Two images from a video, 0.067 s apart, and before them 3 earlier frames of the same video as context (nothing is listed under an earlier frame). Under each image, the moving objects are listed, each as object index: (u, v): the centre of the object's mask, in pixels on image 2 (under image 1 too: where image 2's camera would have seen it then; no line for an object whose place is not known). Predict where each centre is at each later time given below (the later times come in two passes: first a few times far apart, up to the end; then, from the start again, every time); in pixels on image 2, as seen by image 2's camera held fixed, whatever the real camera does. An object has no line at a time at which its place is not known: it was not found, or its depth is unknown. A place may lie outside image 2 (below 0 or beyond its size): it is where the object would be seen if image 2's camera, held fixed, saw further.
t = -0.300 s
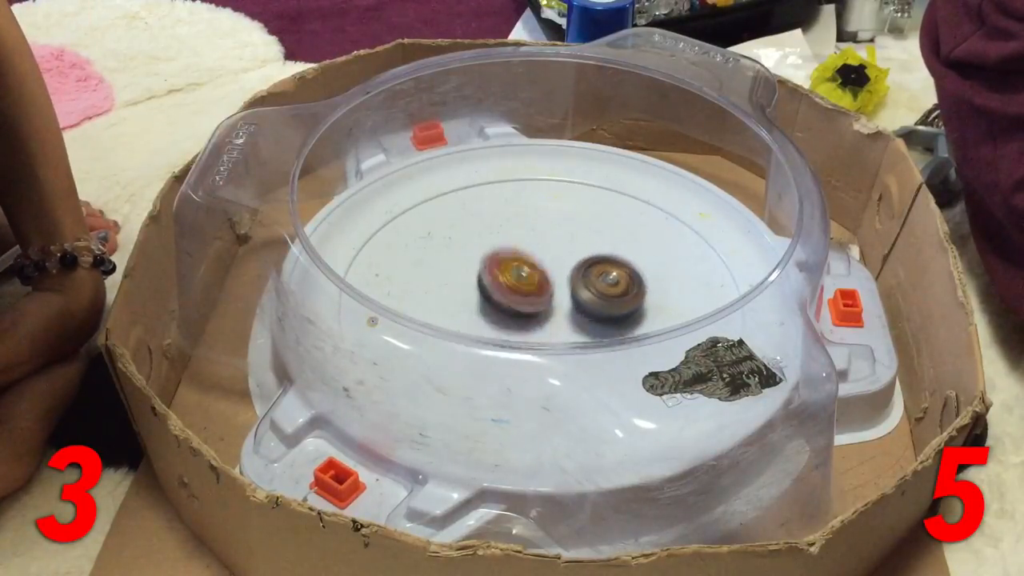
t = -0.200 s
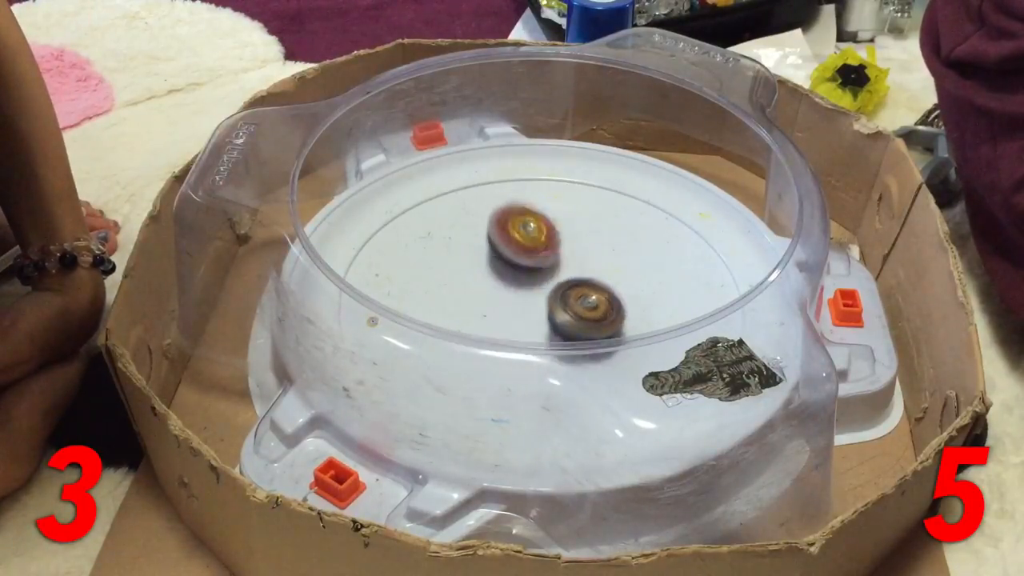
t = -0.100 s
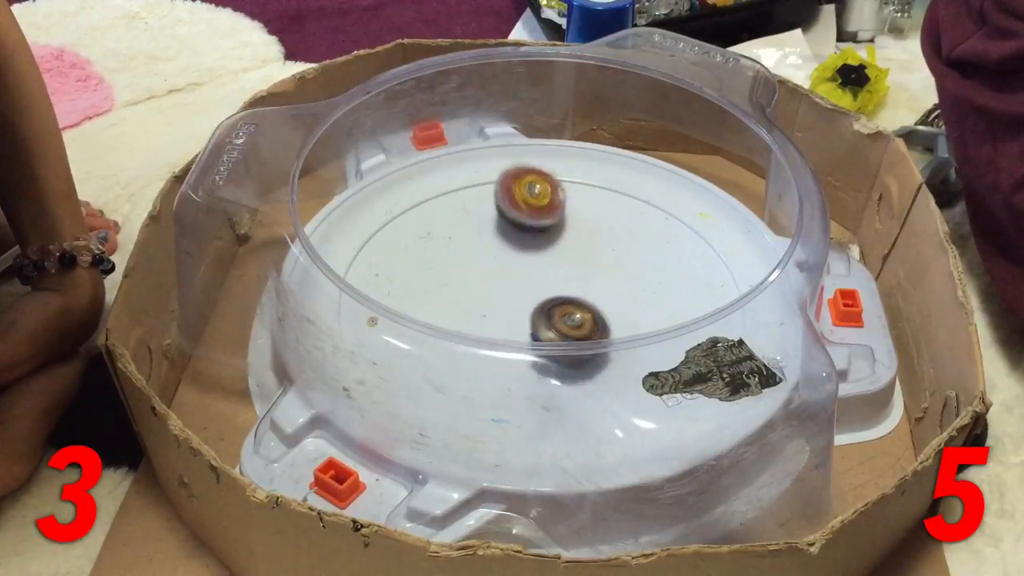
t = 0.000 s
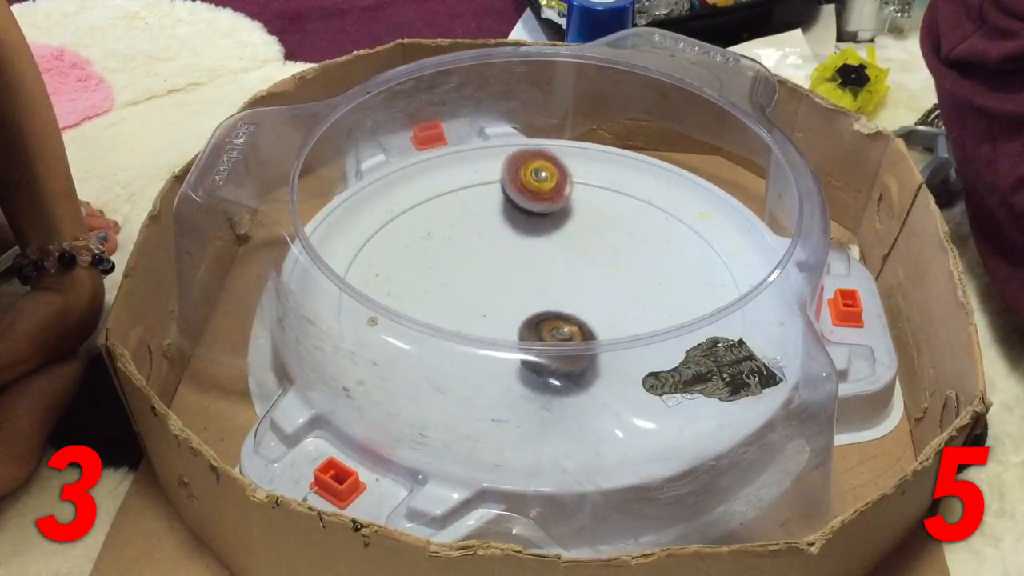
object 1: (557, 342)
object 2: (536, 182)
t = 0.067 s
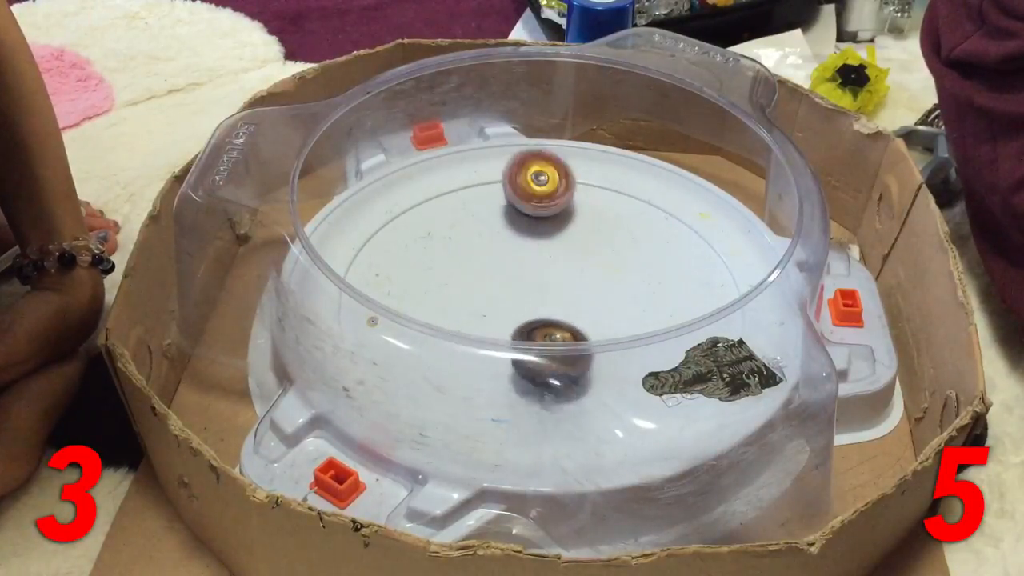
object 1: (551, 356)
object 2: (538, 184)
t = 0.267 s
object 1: (543, 375)
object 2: (545, 228)
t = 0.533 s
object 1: (534, 355)
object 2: (616, 325)
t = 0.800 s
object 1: (513, 316)
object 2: (610, 348)
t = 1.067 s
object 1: (486, 259)
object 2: (534, 360)
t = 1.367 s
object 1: (470, 224)
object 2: (466, 308)
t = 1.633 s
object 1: (488, 190)
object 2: (470, 329)
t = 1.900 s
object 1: (530, 233)
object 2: (497, 330)
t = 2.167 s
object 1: (585, 274)
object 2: (510, 321)
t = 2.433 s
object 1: (630, 288)
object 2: (519, 320)
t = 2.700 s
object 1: (621, 289)
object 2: (525, 320)
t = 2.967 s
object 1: (587, 292)
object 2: (514, 319)
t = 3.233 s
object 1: (573, 294)
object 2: (493, 310)
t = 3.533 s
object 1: (594, 295)
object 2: (501, 290)
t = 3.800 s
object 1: (658, 288)
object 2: (465, 278)
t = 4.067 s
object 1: (623, 301)
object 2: (481, 293)
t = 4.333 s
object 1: (587, 322)
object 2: (494, 310)
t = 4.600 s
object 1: (584, 339)
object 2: (502, 309)
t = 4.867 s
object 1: (584, 332)
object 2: (515, 297)
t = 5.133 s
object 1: (594, 337)
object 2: (493, 274)
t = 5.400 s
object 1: (563, 321)
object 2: (514, 280)
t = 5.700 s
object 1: (556, 356)
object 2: (530, 281)
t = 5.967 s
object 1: (548, 340)
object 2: (522, 287)
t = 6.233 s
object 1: (538, 340)
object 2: (528, 267)
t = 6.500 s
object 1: (521, 336)
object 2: (551, 282)
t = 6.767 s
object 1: (500, 335)
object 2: (541, 287)
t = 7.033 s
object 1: (488, 333)
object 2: (556, 288)
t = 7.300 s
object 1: (482, 315)
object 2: (556, 301)
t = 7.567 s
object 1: (476, 310)
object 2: (548, 300)
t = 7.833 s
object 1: (469, 300)
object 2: (556, 295)
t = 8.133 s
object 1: (471, 291)
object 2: (552, 292)
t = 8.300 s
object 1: (478, 298)
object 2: (559, 285)
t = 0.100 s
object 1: (549, 359)
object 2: (539, 188)
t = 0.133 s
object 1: (548, 364)
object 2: (540, 194)
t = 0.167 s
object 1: (546, 365)
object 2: (541, 200)
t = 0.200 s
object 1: (544, 367)
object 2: (541, 208)
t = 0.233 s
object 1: (543, 368)
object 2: (542, 217)
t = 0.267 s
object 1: (543, 375)
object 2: (545, 228)
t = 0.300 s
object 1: (542, 375)
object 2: (550, 239)
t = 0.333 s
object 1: (542, 374)
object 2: (556, 253)
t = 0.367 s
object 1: (541, 368)
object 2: (563, 265)
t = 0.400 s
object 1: (541, 367)
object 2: (572, 280)
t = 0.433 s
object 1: (539, 366)
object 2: (583, 293)
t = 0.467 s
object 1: (540, 358)
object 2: (593, 305)
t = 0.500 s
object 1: (540, 356)
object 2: (604, 311)
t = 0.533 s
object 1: (534, 355)
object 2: (616, 325)
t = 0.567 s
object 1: (532, 342)
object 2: (624, 329)
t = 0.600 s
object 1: (527, 342)
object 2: (629, 334)
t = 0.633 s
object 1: (524, 342)
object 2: (631, 338)
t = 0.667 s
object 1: (522, 337)
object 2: (630, 341)
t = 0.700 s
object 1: (519, 332)
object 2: (627, 345)
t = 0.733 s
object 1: (517, 321)
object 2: (623, 346)
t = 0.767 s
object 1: (515, 318)
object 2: (618, 347)
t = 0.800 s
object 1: (513, 316)
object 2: (610, 348)
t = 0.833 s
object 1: (511, 313)
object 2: (602, 348)
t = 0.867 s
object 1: (509, 311)
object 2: (592, 348)
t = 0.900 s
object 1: (508, 308)
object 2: (582, 346)
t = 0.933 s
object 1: (506, 305)
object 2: (569, 342)
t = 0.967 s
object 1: (505, 301)
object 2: (558, 342)
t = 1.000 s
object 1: (499, 289)
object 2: (549, 357)
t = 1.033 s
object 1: (491, 272)
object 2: (543, 354)
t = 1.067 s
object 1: (486, 259)
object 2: (534, 360)
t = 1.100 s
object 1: (483, 249)
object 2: (524, 358)
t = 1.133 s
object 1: (481, 242)
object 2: (514, 357)
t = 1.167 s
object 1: (479, 237)
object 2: (506, 357)
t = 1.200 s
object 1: (478, 232)
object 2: (497, 347)
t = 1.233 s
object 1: (476, 229)
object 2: (492, 326)
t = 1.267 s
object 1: (474, 226)
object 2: (485, 322)
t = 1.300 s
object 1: (473, 225)
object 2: (478, 318)
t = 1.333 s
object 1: (471, 224)
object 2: (471, 313)
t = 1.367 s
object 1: (470, 224)
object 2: (466, 308)
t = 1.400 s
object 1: (469, 225)
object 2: (462, 302)
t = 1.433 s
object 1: (469, 226)
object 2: (459, 291)
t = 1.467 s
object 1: (469, 226)
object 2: (458, 286)
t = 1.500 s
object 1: (471, 211)
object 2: (456, 299)
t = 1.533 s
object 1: (475, 198)
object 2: (459, 306)
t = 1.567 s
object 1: (479, 190)
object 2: (463, 311)
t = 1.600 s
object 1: (484, 188)
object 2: (463, 326)
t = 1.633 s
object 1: (488, 190)
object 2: (470, 329)
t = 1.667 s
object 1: (493, 193)
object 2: (474, 331)
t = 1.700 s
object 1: (498, 197)
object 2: (479, 332)
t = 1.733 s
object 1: (503, 202)
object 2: (483, 333)
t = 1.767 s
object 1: (508, 208)
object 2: (487, 333)
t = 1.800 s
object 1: (513, 214)
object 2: (491, 331)
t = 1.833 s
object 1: (518, 220)
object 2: (494, 332)
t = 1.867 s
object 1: (523, 226)
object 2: (495, 330)
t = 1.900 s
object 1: (530, 233)
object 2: (497, 330)
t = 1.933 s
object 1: (535, 239)
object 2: (499, 328)
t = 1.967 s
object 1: (542, 246)
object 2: (501, 329)
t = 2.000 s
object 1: (548, 251)
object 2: (503, 322)
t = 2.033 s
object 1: (555, 256)
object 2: (504, 322)
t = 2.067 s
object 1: (563, 261)
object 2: (505, 321)
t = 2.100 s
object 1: (571, 266)
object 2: (507, 321)
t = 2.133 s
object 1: (578, 270)
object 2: (509, 321)
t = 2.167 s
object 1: (585, 274)
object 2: (510, 321)
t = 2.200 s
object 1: (593, 277)
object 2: (511, 321)
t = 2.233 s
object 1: (600, 280)
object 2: (513, 320)
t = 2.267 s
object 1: (607, 283)
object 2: (515, 321)
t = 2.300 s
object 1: (613, 284)
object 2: (515, 321)
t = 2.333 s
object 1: (618, 286)
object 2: (516, 320)
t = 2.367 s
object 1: (623, 287)
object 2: (516, 320)
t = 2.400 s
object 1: (627, 288)
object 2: (518, 320)
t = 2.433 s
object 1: (630, 288)
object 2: (519, 320)
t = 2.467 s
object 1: (633, 288)
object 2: (519, 321)
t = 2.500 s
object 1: (634, 288)
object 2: (520, 320)
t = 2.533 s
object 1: (635, 288)
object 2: (520, 320)
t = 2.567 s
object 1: (634, 289)
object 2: (522, 320)
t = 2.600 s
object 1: (632, 289)
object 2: (523, 320)
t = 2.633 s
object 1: (630, 289)
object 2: (523, 320)
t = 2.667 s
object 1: (626, 289)
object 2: (524, 320)
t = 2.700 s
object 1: (621, 289)
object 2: (525, 320)
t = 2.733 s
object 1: (616, 290)
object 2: (526, 320)
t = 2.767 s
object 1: (610, 290)
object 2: (527, 319)
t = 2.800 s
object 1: (603, 291)
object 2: (527, 319)
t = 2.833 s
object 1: (598, 292)
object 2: (528, 319)
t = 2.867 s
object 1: (597, 291)
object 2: (522, 320)
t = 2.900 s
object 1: (595, 290)
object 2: (517, 319)
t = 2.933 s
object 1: (591, 291)
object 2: (515, 319)
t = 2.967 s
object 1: (587, 292)
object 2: (514, 319)
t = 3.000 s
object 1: (588, 290)
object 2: (510, 320)
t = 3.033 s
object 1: (587, 288)
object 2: (506, 321)
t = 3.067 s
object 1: (584, 288)
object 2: (504, 320)
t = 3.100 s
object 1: (580, 290)
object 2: (502, 318)
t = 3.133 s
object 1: (577, 291)
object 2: (500, 316)
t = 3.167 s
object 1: (574, 292)
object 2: (498, 314)
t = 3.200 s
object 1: (574, 292)
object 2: (495, 312)
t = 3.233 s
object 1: (573, 294)
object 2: (493, 310)
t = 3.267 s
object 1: (573, 295)
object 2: (490, 308)
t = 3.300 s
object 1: (573, 295)
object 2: (490, 305)
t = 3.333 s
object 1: (575, 296)
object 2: (489, 304)
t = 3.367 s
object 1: (578, 296)
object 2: (489, 300)
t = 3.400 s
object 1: (579, 297)
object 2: (491, 298)
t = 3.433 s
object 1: (584, 297)
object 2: (492, 295)
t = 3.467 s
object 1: (589, 296)
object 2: (494, 292)
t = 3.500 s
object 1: (591, 296)
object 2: (497, 291)
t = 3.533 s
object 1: (594, 295)
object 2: (501, 290)
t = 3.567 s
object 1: (596, 295)
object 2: (507, 289)
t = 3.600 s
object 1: (597, 294)
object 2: (513, 288)
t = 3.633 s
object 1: (616, 291)
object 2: (502, 286)
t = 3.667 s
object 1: (636, 290)
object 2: (484, 286)
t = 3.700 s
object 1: (649, 288)
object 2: (474, 281)
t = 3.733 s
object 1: (657, 288)
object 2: (466, 280)
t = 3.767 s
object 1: (658, 288)
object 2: (464, 278)
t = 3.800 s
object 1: (658, 288)
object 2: (465, 278)
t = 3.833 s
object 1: (657, 288)
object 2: (468, 280)
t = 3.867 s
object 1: (654, 289)
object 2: (471, 281)
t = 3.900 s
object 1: (651, 290)
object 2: (473, 284)
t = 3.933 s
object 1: (647, 291)
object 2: (473, 287)
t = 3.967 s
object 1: (642, 293)
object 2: (474, 289)
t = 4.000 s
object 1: (637, 295)
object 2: (475, 290)
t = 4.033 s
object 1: (631, 297)
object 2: (477, 291)
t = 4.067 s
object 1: (623, 301)
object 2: (481, 293)
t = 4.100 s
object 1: (617, 303)
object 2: (485, 295)
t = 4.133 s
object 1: (609, 306)
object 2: (490, 297)
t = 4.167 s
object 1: (601, 309)
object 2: (496, 300)
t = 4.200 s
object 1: (594, 312)
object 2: (500, 304)
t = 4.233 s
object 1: (586, 315)
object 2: (504, 306)
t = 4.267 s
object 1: (588, 317)
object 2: (500, 308)
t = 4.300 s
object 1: (589, 320)
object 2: (496, 308)
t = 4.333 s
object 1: (587, 322)
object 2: (494, 310)
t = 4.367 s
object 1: (585, 324)
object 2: (493, 311)
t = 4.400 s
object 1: (584, 325)
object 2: (492, 310)
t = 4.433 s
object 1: (583, 326)
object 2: (493, 310)
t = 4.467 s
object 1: (585, 336)
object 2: (495, 309)
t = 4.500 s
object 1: (585, 338)
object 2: (497, 310)
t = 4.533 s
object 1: (585, 338)
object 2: (499, 310)
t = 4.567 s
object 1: (585, 339)
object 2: (501, 309)
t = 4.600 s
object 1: (584, 339)
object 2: (502, 309)
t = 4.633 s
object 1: (583, 339)
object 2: (504, 308)
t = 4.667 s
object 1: (582, 338)
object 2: (506, 308)
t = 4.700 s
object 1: (583, 338)
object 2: (508, 307)
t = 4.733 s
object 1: (588, 338)
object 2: (508, 304)
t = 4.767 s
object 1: (588, 337)
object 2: (509, 302)
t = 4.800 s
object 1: (588, 336)
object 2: (511, 299)
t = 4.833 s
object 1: (585, 334)
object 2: (512, 300)
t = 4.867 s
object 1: (584, 332)
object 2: (515, 297)
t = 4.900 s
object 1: (585, 331)
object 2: (516, 296)
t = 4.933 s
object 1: (581, 328)
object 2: (516, 294)
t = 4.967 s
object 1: (584, 330)
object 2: (511, 292)
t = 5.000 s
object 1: (592, 335)
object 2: (503, 284)
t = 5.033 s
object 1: (597, 337)
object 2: (498, 278)
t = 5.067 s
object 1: (597, 337)
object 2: (495, 276)
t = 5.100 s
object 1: (596, 337)
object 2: (493, 274)
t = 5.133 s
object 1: (594, 337)
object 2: (493, 274)
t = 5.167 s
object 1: (592, 336)
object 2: (495, 274)
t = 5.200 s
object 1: (589, 336)
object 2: (497, 274)
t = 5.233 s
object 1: (586, 333)
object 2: (499, 275)
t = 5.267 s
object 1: (582, 331)
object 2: (502, 276)
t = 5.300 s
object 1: (578, 330)
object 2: (503, 276)
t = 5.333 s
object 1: (574, 328)
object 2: (508, 277)
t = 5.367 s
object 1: (569, 328)
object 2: (512, 279)
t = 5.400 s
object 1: (563, 321)
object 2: (514, 280)
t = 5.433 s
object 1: (563, 333)
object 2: (517, 282)
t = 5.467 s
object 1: (563, 335)
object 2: (520, 278)
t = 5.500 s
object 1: (564, 342)
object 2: (521, 277)
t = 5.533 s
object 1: (564, 343)
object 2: (526, 277)
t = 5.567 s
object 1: (562, 342)
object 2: (530, 278)
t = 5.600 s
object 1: (560, 355)
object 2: (530, 279)
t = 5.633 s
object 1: (555, 342)
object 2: (530, 280)
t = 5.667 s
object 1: (558, 355)
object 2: (529, 280)
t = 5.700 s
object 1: (556, 356)
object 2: (530, 281)
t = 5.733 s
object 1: (559, 357)
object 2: (528, 283)
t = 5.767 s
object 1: (557, 344)
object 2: (527, 285)
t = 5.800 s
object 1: (556, 342)
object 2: (530, 286)
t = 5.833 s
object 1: (555, 342)
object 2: (530, 287)
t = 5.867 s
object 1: (553, 342)
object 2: (527, 288)
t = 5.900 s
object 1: (550, 342)
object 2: (526, 289)
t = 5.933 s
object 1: (548, 341)
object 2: (523, 288)
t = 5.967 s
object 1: (548, 340)
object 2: (522, 287)
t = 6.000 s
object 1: (546, 336)
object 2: (518, 284)
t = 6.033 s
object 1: (543, 341)
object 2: (517, 284)
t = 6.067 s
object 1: (543, 342)
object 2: (517, 280)
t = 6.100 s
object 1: (543, 343)
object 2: (518, 276)
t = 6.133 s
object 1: (543, 342)
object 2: (520, 274)
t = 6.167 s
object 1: (541, 341)
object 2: (523, 271)
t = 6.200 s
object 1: (539, 341)
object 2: (524, 267)
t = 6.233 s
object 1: (538, 340)
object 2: (528, 267)
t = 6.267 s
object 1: (538, 340)
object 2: (530, 266)
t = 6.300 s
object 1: (537, 341)
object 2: (536, 266)
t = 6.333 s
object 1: (536, 335)
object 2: (540, 268)
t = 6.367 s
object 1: (534, 338)
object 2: (543, 272)
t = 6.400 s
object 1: (531, 337)
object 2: (548, 274)
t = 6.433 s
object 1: (529, 335)
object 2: (550, 277)
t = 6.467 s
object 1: (526, 334)
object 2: (552, 280)
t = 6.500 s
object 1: (521, 336)
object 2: (551, 282)
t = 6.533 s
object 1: (514, 335)
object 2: (552, 284)
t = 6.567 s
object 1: (509, 338)
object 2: (550, 286)
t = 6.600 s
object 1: (506, 340)
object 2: (549, 288)
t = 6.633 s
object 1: (505, 340)
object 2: (547, 289)
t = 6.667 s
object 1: (502, 339)
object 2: (545, 289)
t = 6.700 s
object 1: (499, 337)
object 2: (542, 288)
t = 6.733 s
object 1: (499, 336)
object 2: (541, 289)
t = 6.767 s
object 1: (500, 335)
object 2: (541, 287)
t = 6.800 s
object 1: (501, 334)
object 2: (540, 286)
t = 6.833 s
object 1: (501, 332)
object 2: (540, 284)
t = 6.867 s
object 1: (501, 331)
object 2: (541, 286)
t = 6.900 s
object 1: (495, 332)
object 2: (547, 285)
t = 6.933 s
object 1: (490, 334)
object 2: (551, 284)
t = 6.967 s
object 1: (488, 338)
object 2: (553, 285)
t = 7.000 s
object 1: (488, 335)
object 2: (555, 286)
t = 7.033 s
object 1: (488, 333)
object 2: (556, 288)
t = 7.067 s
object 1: (489, 335)
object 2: (558, 290)
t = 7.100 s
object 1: (488, 330)
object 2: (558, 293)
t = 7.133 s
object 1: (487, 328)
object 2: (559, 295)
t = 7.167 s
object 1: (491, 321)
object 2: (559, 297)
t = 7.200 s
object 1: (490, 319)
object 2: (557, 300)
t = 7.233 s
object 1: (489, 318)
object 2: (555, 302)
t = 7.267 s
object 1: (481, 326)
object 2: (554, 302)
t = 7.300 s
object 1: (482, 315)
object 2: (556, 301)
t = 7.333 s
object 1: (481, 314)
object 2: (558, 301)
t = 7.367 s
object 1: (480, 313)
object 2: (559, 300)
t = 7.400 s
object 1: (479, 312)
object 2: (560, 301)
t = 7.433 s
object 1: (478, 312)
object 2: (558, 302)
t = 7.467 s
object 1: (478, 312)
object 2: (554, 301)
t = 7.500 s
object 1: (477, 312)
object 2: (551, 301)
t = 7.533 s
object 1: (477, 311)
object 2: (549, 301)
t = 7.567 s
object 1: (476, 310)
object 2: (548, 300)
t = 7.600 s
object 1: (472, 309)
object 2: (550, 298)
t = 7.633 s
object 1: (468, 307)
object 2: (553, 298)
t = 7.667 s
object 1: (469, 305)
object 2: (555, 298)
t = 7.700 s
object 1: (469, 304)
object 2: (556, 297)
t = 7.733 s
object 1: (469, 303)
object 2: (555, 296)
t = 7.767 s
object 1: (469, 302)
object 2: (555, 296)
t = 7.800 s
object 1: (469, 301)
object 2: (556, 296)
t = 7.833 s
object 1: (469, 300)
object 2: (556, 295)
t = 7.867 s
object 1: (469, 299)
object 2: (555, 294)
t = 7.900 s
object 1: (470, 298)
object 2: (555, 294)
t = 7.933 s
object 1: (471, 297)
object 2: (554, 293)
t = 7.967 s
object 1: (472, 295)
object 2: (553, 292)
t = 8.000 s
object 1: (472, 294)
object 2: (552, 292)
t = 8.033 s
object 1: (472, 293)
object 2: (552, 292)
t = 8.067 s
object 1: (471, 292)
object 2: (552, 292)
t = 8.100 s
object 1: (471, 291)
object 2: (552, 292)
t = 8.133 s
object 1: (471, 291)
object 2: (552, 292)
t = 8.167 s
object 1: (472, 291)
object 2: (552, 292)
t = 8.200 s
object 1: (475, 290)
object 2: (552, 292)
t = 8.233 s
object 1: (475, 293)
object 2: (556, 289)
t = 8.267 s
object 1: (476, 296)
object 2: (559, 286)
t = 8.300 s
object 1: (478, 298)
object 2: (559, 285)
